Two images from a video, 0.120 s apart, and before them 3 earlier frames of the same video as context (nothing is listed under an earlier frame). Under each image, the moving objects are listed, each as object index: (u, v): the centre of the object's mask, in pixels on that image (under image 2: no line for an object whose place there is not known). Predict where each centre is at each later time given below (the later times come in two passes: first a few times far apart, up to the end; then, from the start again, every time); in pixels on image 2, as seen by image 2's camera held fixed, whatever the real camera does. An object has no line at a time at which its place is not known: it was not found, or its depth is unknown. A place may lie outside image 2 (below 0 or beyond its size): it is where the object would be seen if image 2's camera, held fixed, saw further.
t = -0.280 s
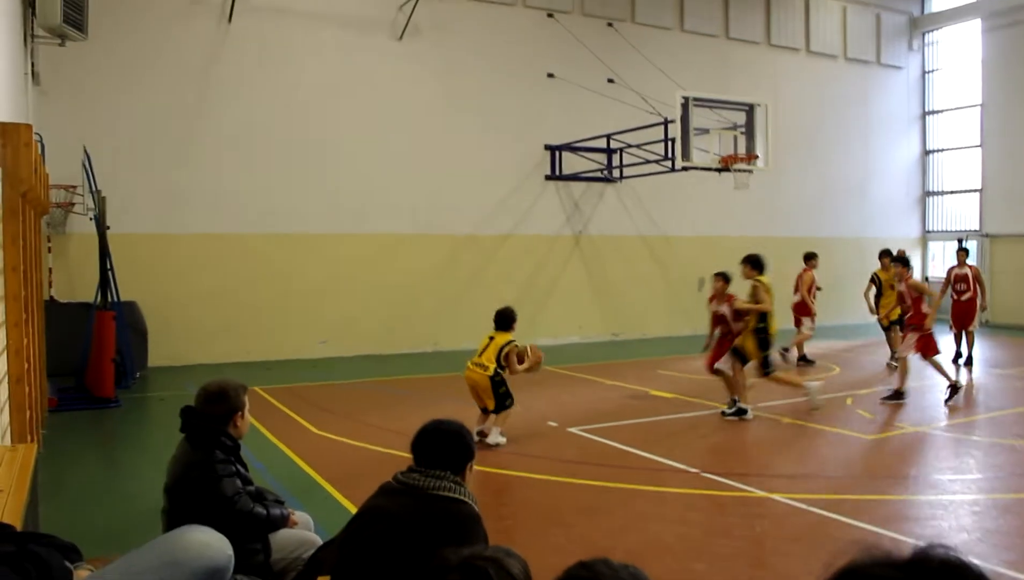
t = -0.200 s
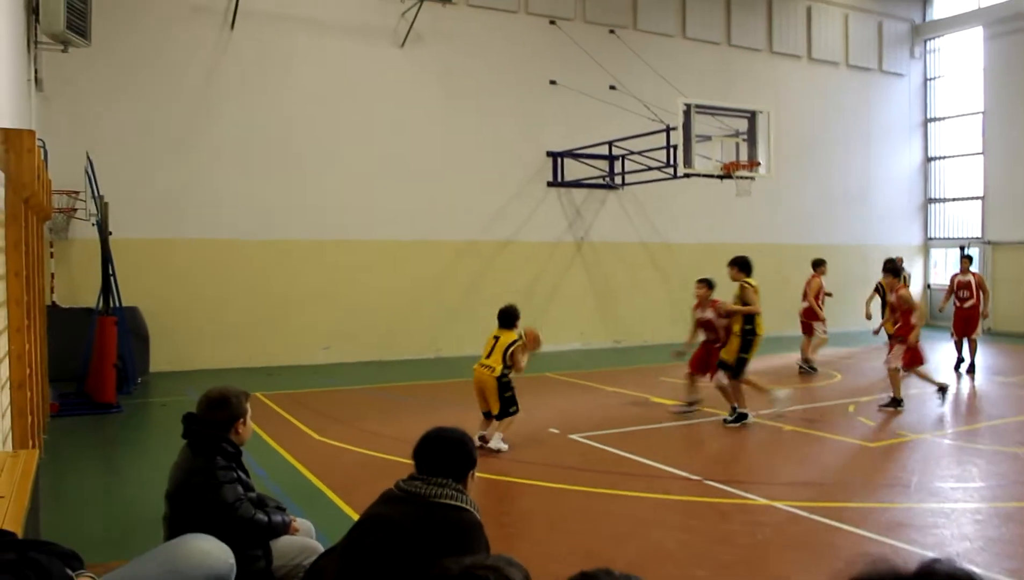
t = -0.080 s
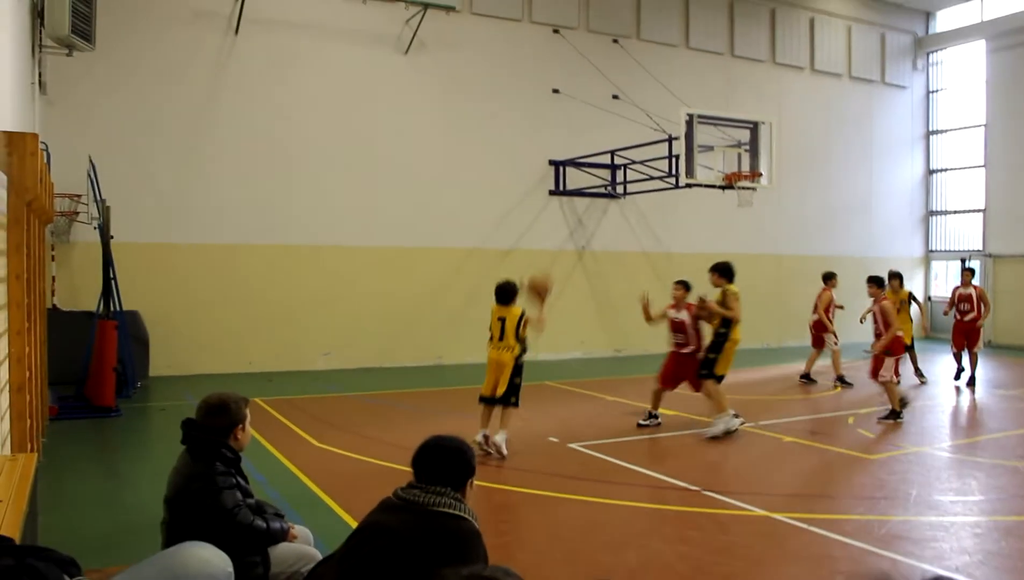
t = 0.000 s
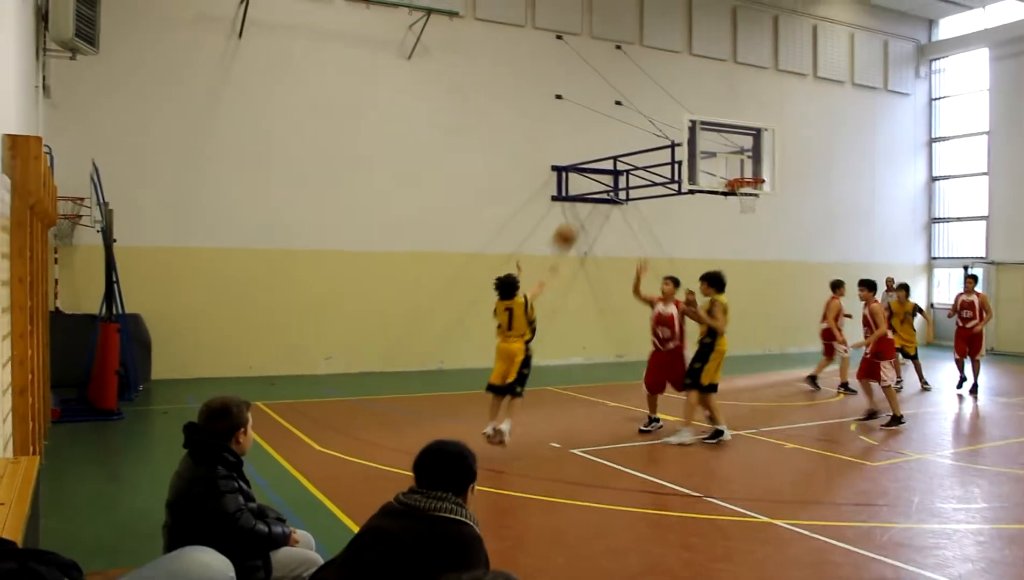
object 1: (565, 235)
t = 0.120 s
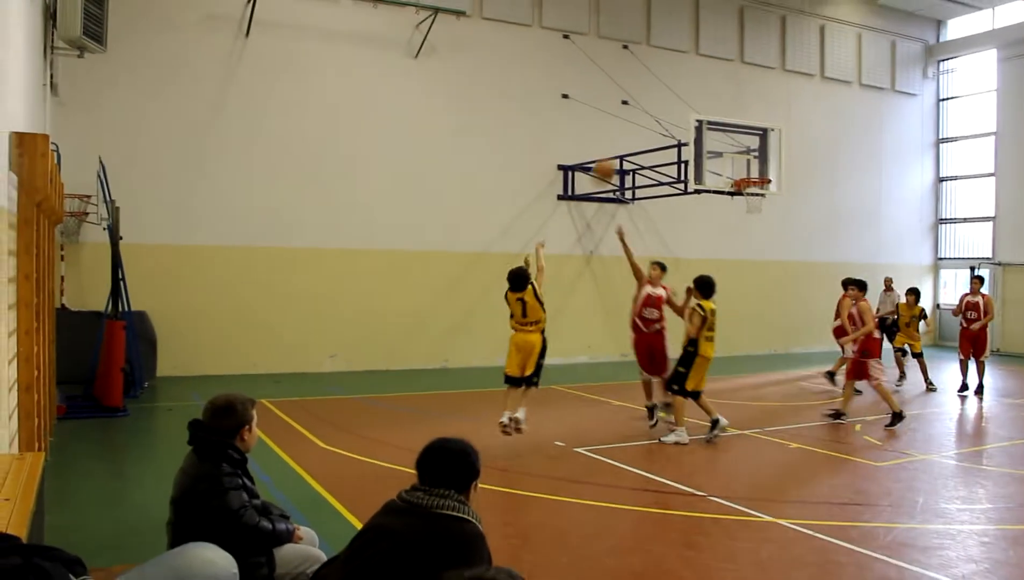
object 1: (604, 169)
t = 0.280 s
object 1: (642, 111)
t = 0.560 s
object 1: (693, 80)
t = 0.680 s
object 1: (711, 85)
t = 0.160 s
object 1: (615, 151)
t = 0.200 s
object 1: (624, 135)
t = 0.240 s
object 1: (633, 124)
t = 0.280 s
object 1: (642, 111)
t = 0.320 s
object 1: (649, 103)
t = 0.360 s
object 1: (657, 95)
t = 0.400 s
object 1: (665, 89)
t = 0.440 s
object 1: (672, 85)
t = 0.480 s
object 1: (679, 82)
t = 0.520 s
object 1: (686, 80)
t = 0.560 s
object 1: (693, 80)
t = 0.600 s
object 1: (699, 81)
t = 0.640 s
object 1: (704, 82)
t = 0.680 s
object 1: (711, 85)
